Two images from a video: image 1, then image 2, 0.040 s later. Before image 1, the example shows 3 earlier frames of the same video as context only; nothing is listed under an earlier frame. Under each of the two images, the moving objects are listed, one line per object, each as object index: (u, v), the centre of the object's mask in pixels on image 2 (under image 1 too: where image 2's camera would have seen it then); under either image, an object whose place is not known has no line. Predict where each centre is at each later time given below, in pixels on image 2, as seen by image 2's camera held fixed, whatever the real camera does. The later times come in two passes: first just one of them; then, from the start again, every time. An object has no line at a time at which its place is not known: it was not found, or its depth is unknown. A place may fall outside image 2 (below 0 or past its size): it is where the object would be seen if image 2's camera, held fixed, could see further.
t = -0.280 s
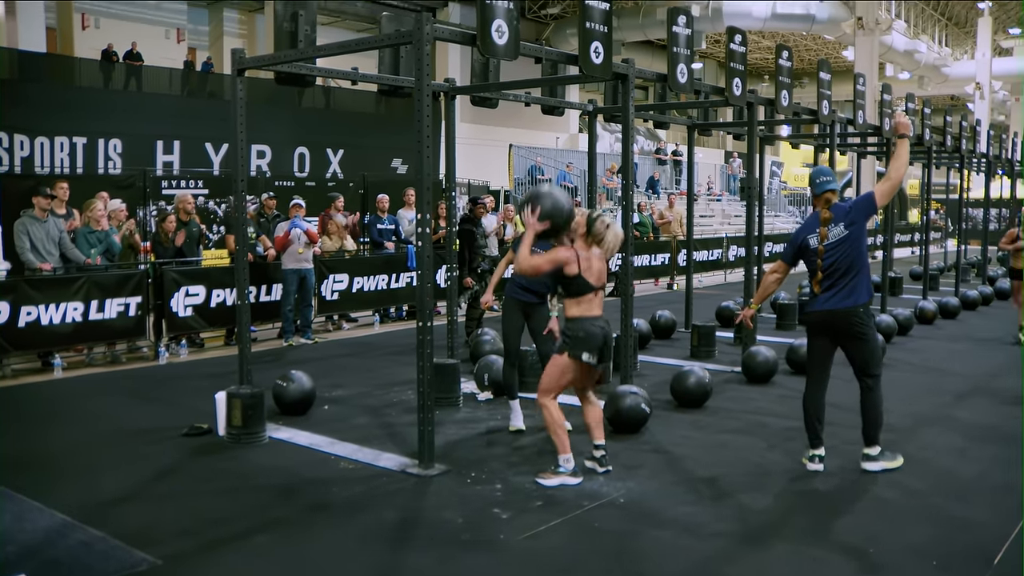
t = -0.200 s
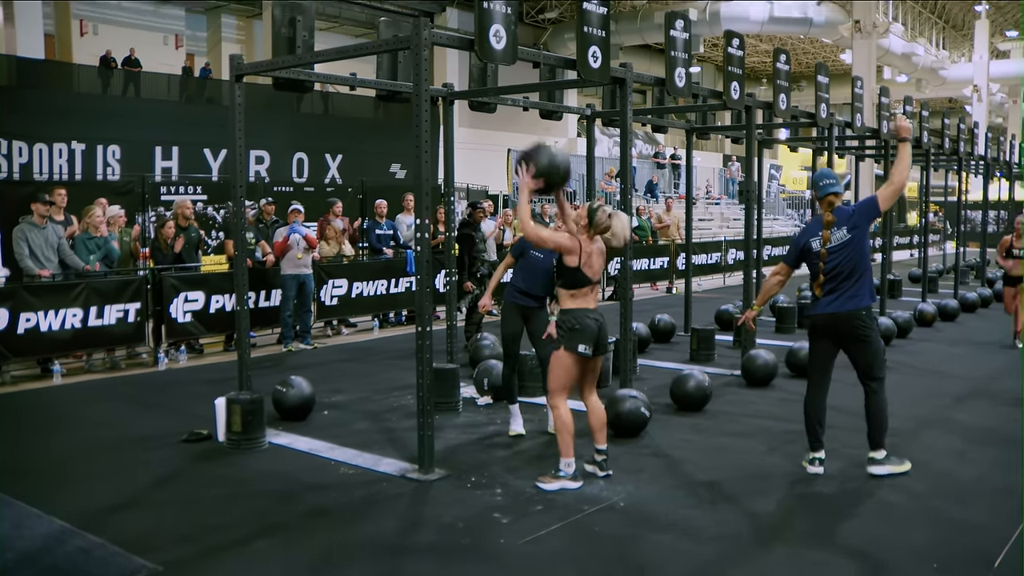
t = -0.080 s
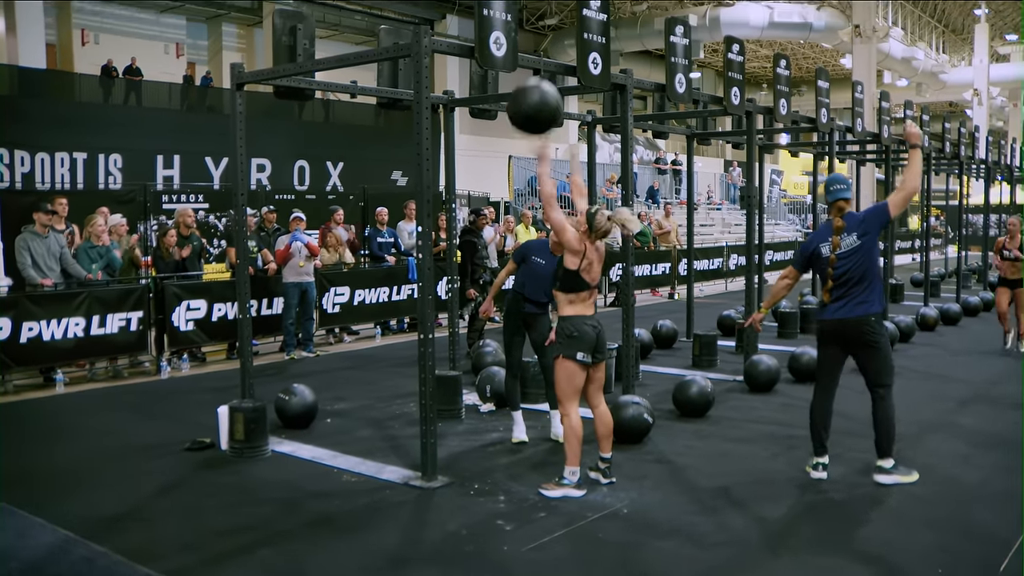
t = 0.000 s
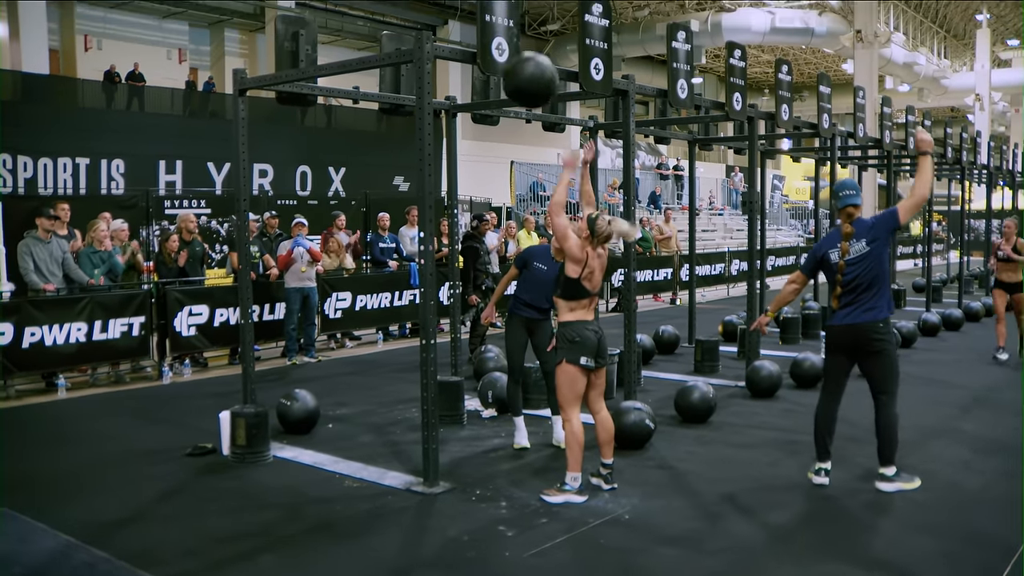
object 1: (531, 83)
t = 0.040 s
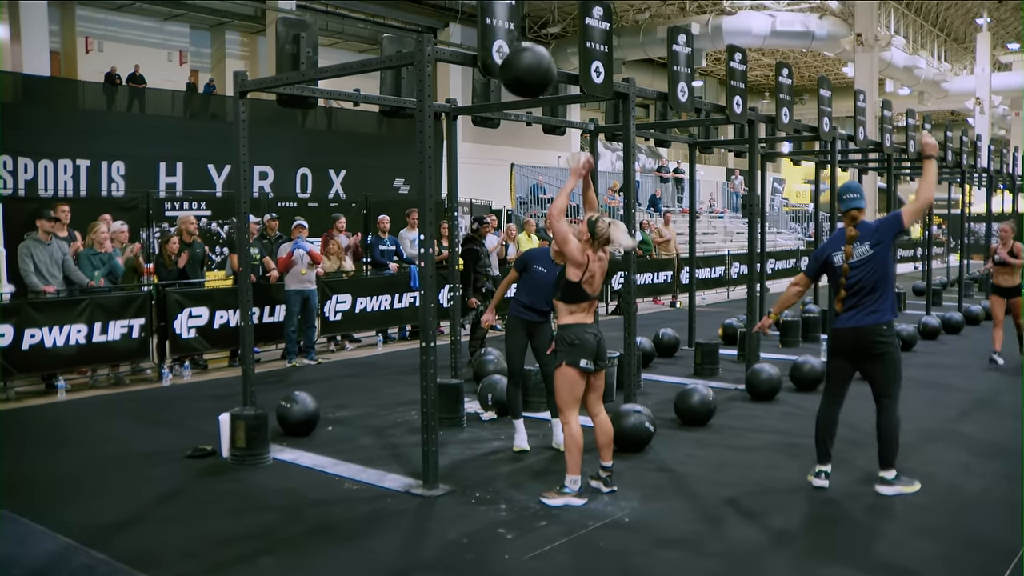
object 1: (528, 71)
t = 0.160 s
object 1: (521, 49)
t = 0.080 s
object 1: (525, 61)
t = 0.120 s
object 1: (522, 53)
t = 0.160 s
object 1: (521, 49)
